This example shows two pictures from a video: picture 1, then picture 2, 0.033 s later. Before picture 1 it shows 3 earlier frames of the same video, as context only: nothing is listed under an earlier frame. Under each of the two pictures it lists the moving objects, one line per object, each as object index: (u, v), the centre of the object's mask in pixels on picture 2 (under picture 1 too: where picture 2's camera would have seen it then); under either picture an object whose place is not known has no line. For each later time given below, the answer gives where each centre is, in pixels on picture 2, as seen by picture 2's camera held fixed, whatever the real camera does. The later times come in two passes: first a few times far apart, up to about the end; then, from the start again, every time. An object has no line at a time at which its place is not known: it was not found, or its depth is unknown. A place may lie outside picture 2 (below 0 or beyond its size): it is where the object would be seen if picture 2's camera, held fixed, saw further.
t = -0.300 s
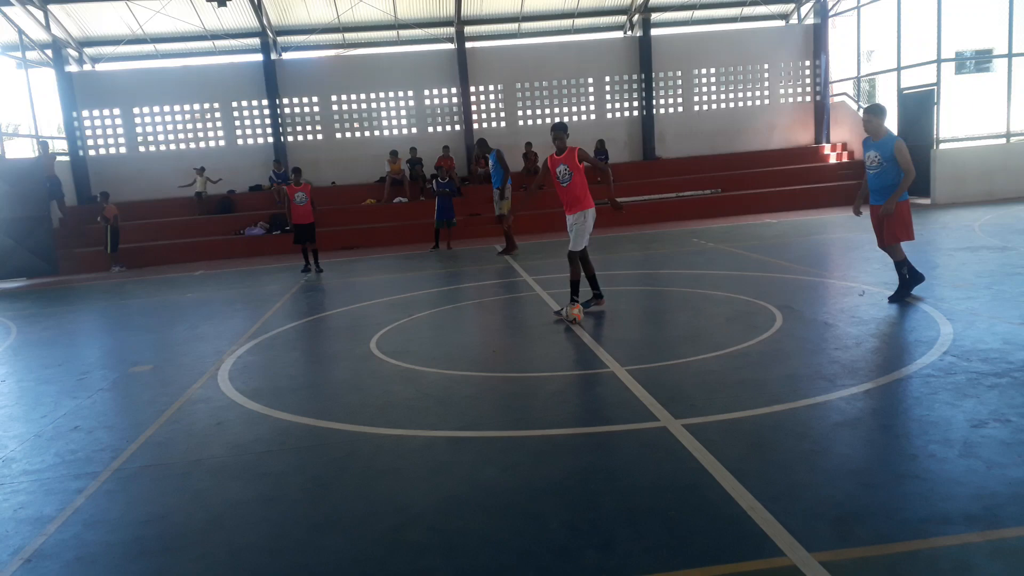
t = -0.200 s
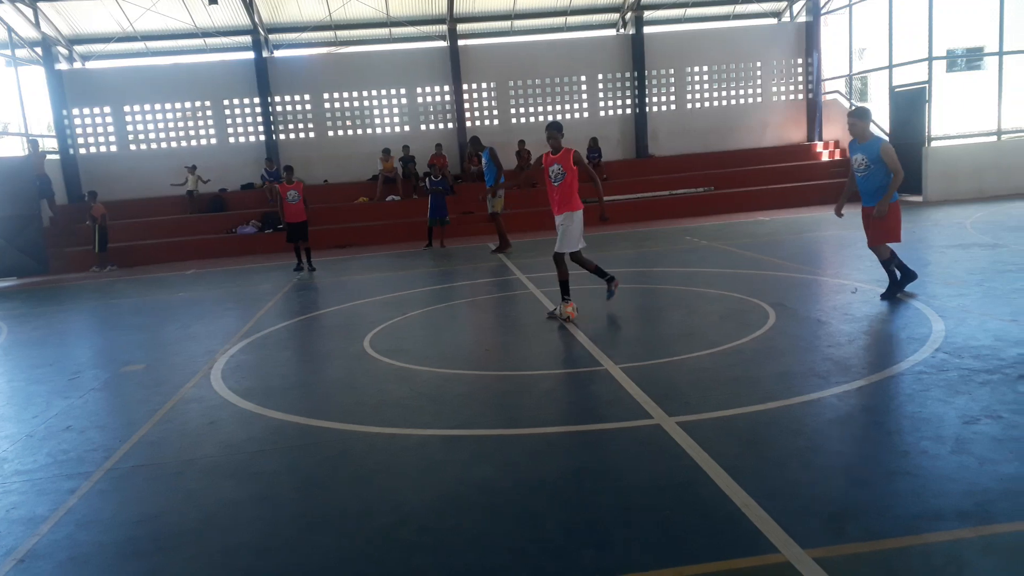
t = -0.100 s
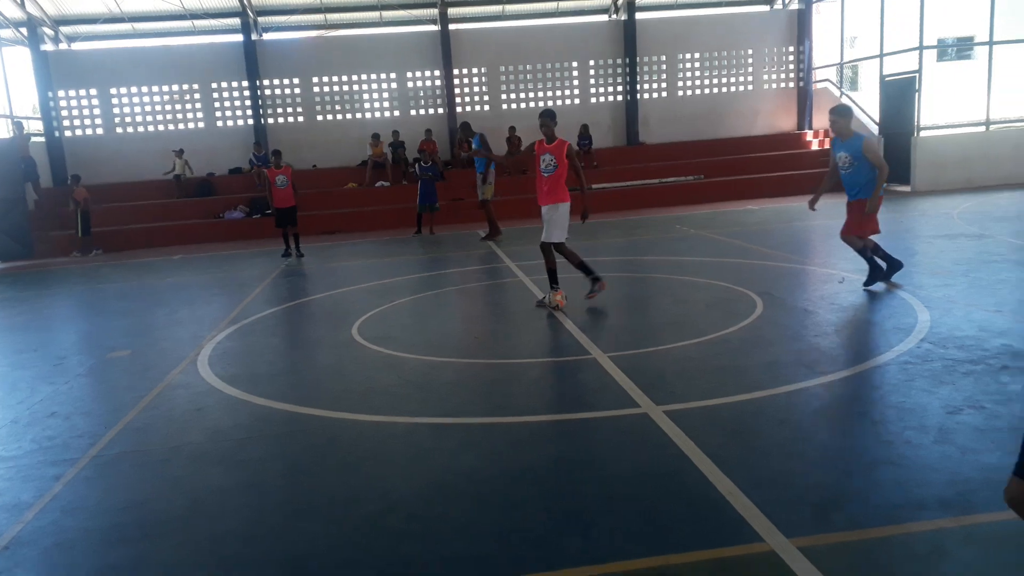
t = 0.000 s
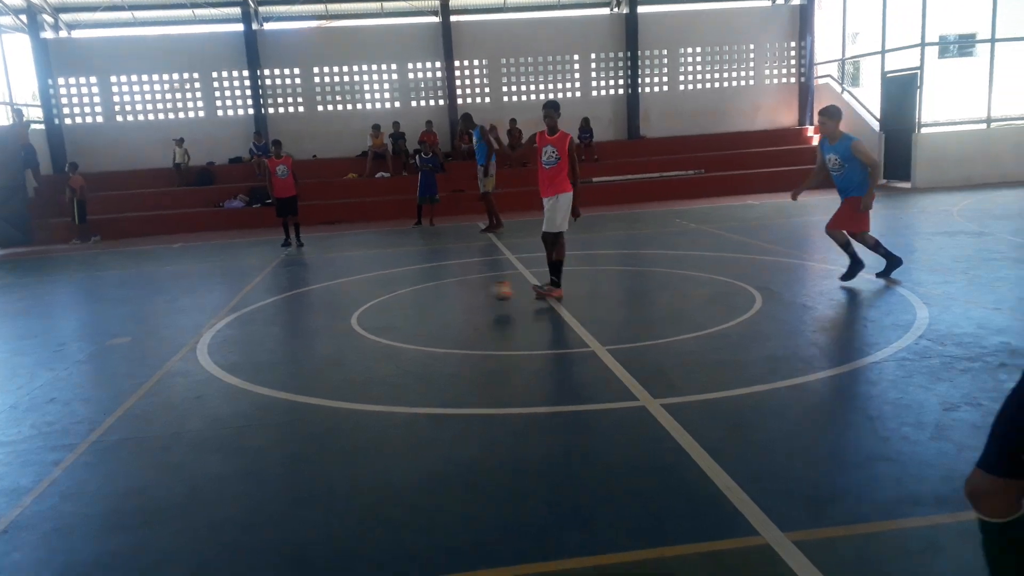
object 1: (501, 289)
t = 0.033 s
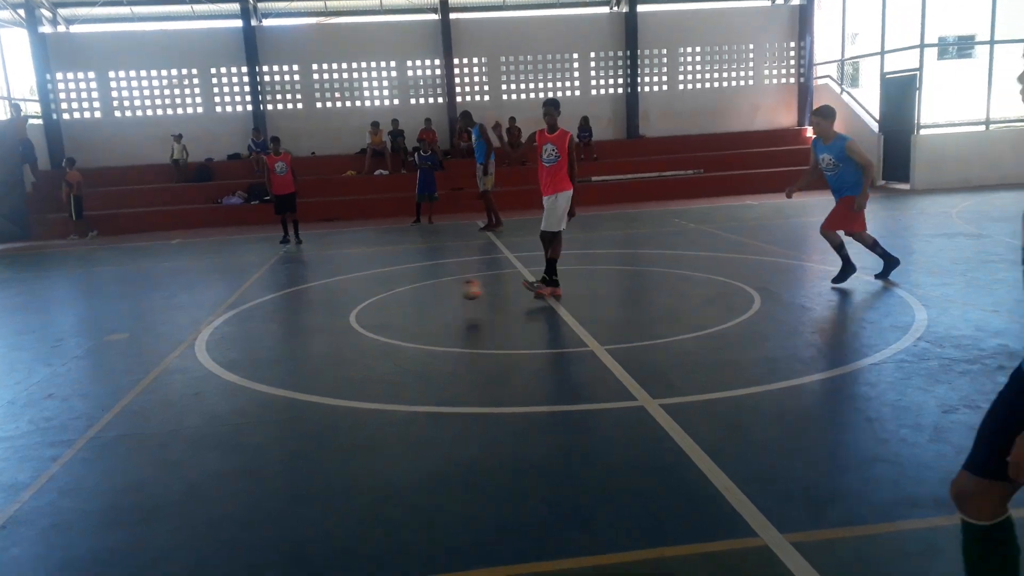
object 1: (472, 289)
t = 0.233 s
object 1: (276, 321)
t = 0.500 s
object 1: (26, 355)
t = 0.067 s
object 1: (440, 292)
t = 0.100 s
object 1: (408, 295)
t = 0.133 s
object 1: (377, 299)
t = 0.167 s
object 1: (343, 305)
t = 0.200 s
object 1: (310, 312)
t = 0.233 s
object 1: (276, 321)
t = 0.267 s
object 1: (242, 330)
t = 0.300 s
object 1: (212, 330)
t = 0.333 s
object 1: (181, 331)
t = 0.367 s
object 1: (150, 334)
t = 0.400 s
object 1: (120, 338)
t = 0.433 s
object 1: (89, 343)
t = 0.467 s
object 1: (56, 350)
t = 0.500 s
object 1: (26, 355)
